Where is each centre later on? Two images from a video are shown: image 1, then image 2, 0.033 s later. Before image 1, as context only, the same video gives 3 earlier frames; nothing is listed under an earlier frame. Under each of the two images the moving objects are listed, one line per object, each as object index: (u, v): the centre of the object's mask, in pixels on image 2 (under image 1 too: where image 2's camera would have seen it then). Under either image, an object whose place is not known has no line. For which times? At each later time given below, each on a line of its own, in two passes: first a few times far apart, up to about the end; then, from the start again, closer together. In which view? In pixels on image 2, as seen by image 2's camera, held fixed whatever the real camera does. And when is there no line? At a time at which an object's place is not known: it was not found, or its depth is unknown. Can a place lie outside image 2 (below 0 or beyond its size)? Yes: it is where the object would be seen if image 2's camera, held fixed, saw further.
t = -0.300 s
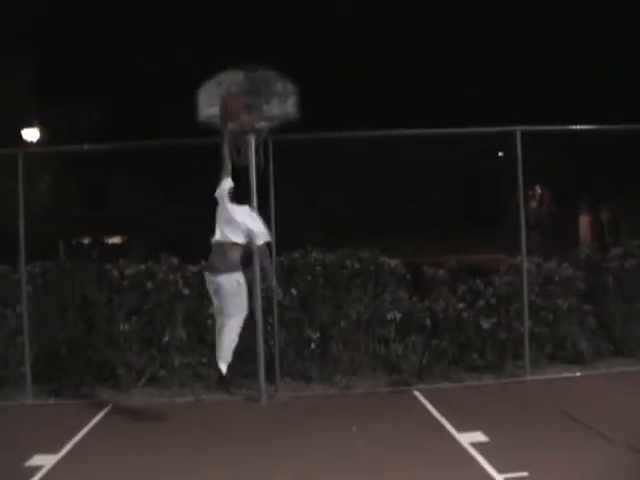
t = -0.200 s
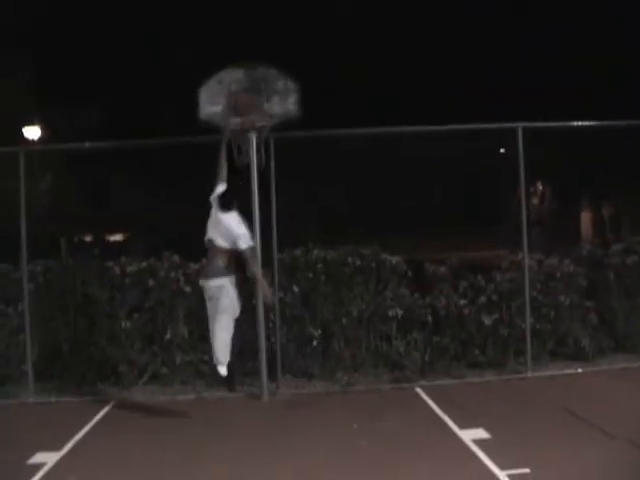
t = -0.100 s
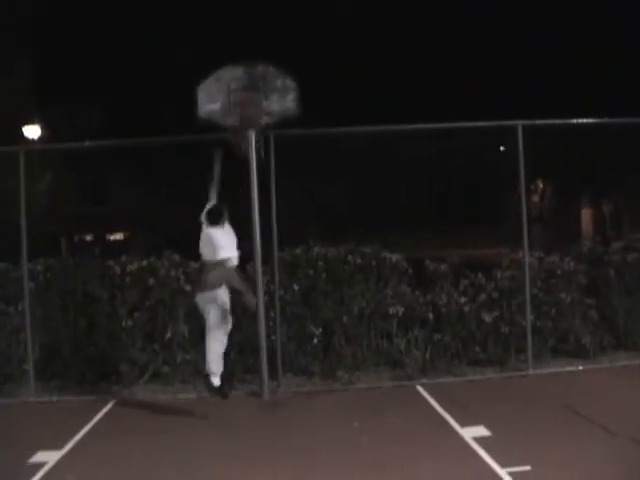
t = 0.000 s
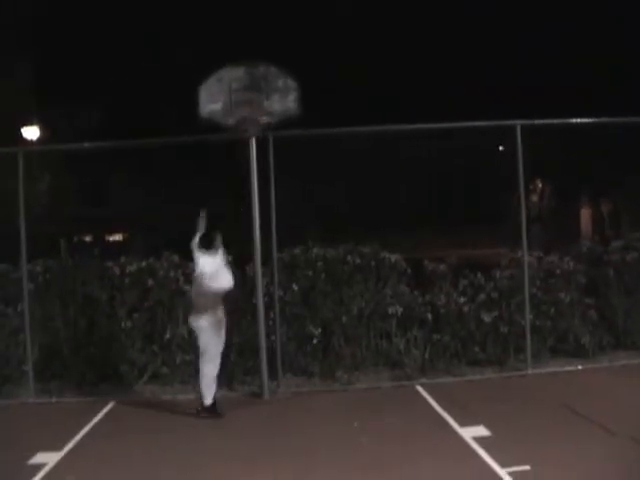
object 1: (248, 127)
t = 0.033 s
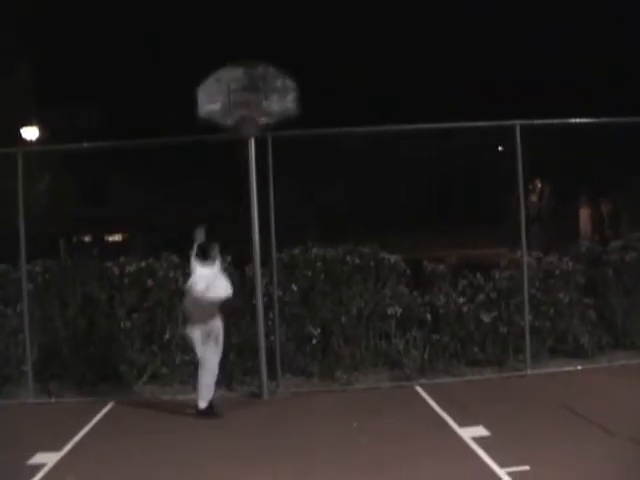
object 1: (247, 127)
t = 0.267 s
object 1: (242, 154)
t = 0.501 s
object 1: (242, 235)
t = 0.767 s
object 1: (246, 392)
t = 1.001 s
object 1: (238, 327)
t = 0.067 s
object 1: (246, 127)
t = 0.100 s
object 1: (246, 129)
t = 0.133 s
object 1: (247, 134)
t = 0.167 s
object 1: (246, 137)
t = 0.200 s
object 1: (245, 140)
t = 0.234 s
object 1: (243, 147)
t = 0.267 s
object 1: (242, 154)
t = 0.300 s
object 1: (242, 163)
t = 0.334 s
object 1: (243, 172)
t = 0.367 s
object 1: (241, 182)
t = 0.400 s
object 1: (242, 194)
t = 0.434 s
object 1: (242, 207)
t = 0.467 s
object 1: (242, 220)
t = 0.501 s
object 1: (242, 235)
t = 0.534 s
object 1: (243, 251)
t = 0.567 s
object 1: (243, 269)
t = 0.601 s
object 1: (243, 288)
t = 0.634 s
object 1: (243, 307)
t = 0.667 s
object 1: (244, 330)
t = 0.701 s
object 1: (246, 351)
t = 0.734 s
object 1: (246, 372)
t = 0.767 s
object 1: (246, 392)
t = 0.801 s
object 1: (248, 413)
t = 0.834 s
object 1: (247, 401)
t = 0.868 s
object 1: (243, 383)
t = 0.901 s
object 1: (243, 368)
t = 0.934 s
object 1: (241, 353)
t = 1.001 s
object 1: (238, 327)
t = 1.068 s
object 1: (236, 307)
